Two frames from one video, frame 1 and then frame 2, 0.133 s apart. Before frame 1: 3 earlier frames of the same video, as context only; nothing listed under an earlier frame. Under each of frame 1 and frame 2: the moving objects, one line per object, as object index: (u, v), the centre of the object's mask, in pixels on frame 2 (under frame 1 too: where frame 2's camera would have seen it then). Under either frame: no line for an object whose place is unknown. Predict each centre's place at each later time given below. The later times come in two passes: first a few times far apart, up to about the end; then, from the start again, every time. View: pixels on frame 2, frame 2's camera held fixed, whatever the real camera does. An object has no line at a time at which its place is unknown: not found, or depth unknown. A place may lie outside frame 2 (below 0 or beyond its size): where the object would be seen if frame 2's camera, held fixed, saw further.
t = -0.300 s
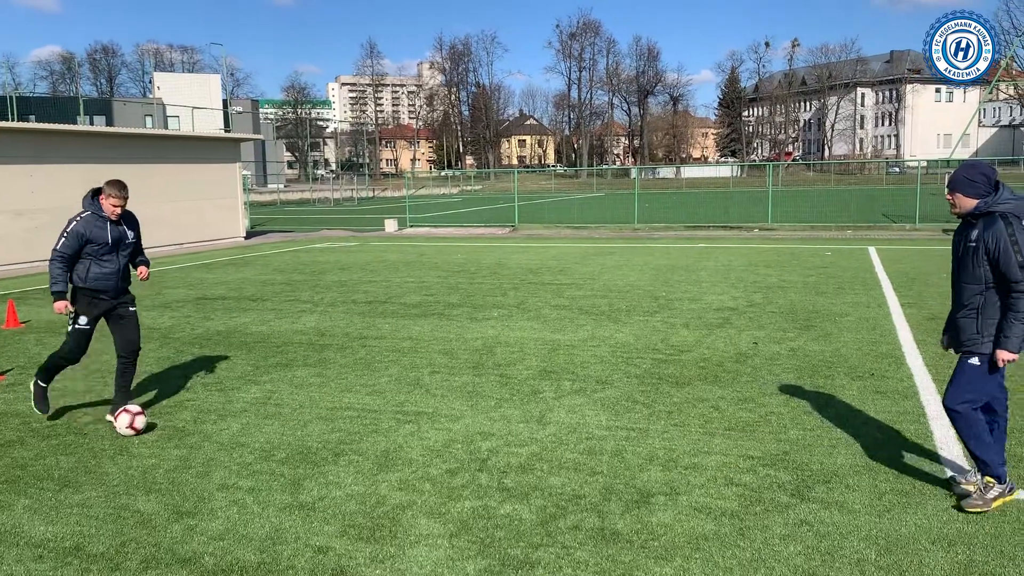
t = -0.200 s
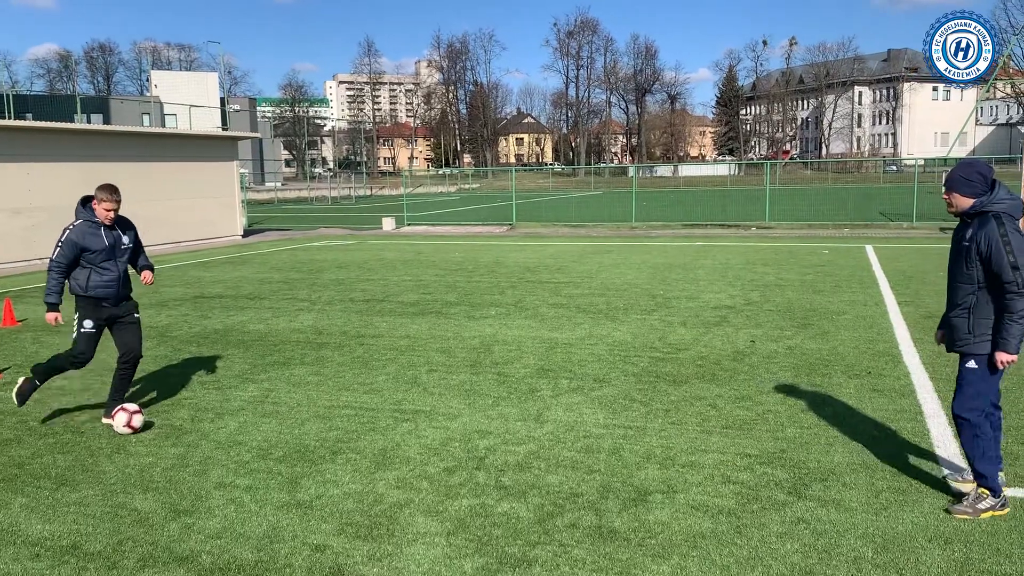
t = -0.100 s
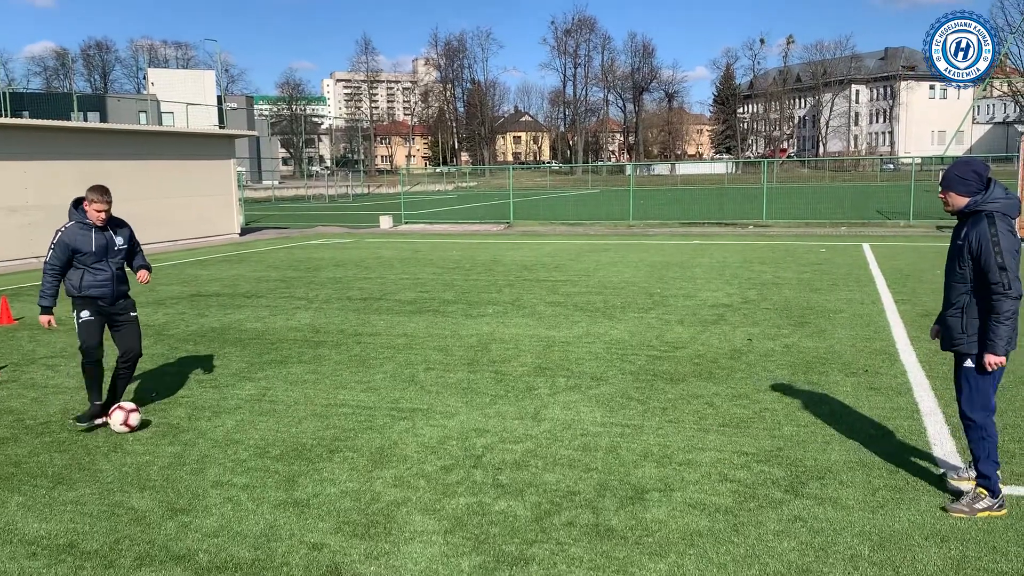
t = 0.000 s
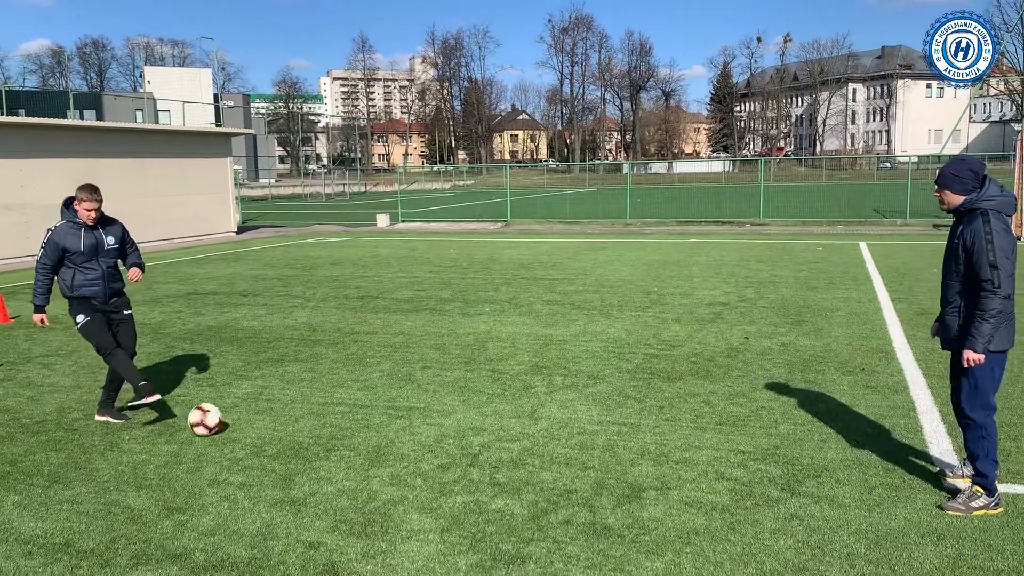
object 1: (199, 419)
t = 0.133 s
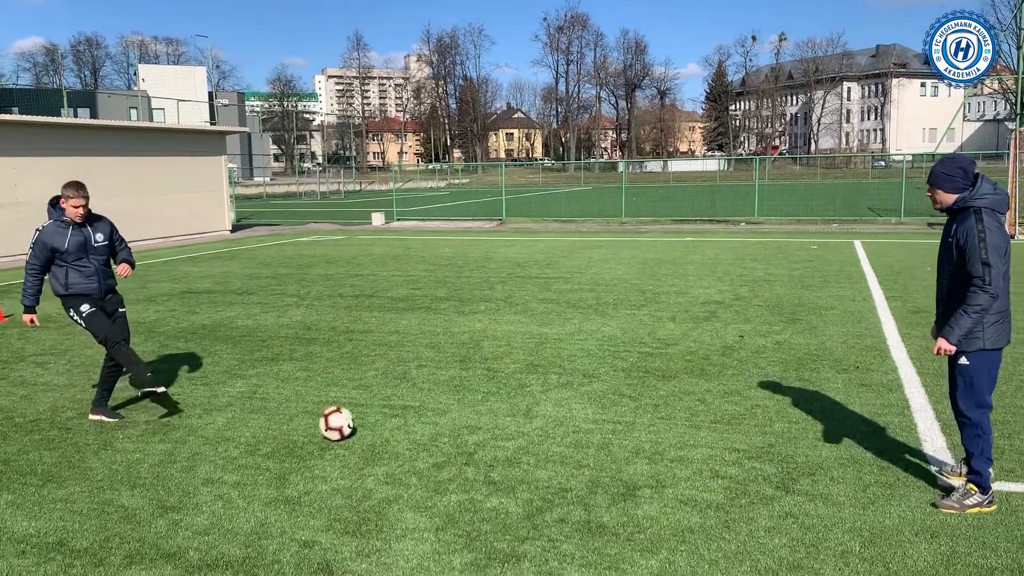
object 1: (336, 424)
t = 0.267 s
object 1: (468, 429)
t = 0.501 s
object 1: (683, 440)
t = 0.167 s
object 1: (371, 426)
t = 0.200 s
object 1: (404, 427)
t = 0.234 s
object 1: (436, 427)
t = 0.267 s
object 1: (468, 429)
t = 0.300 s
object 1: (500, 431)
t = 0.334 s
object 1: (532, 433)
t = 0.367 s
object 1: (563, 434)
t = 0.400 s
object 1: (593, 436)
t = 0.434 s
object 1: (623, 437)
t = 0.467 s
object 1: (653, 438)
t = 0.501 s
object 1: (683, 440)
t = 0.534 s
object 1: (714, 442)
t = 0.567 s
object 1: (744, 443)
